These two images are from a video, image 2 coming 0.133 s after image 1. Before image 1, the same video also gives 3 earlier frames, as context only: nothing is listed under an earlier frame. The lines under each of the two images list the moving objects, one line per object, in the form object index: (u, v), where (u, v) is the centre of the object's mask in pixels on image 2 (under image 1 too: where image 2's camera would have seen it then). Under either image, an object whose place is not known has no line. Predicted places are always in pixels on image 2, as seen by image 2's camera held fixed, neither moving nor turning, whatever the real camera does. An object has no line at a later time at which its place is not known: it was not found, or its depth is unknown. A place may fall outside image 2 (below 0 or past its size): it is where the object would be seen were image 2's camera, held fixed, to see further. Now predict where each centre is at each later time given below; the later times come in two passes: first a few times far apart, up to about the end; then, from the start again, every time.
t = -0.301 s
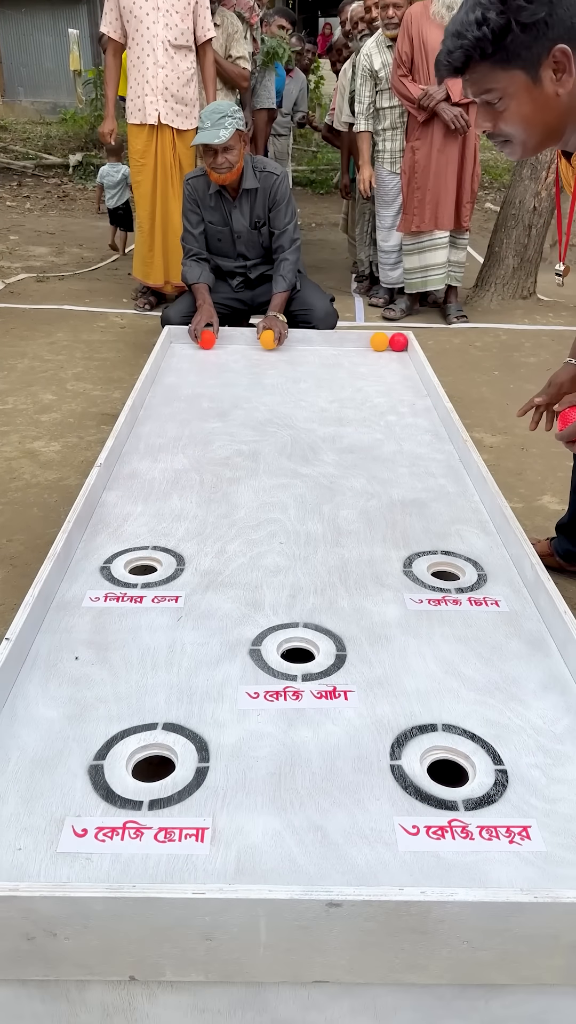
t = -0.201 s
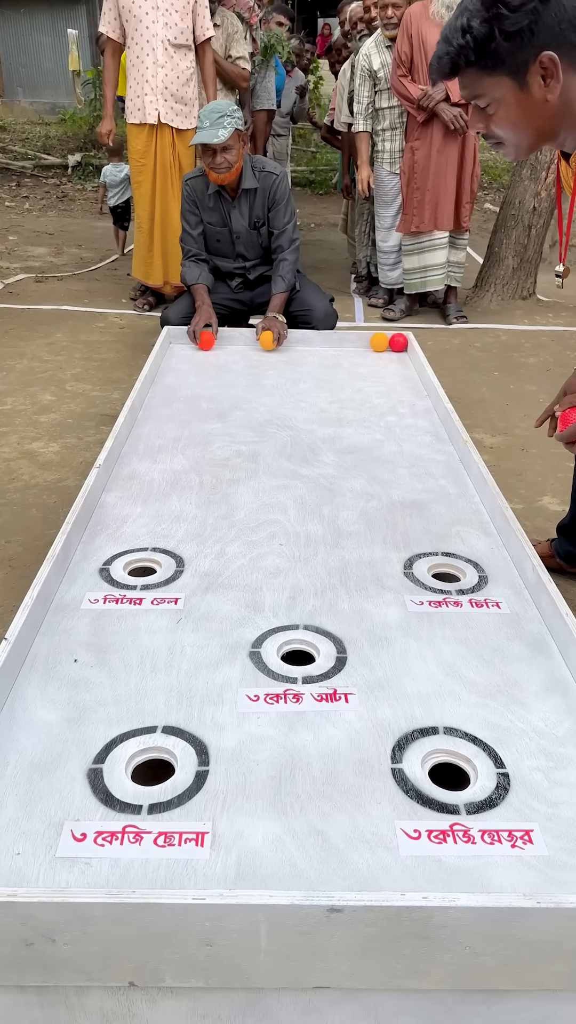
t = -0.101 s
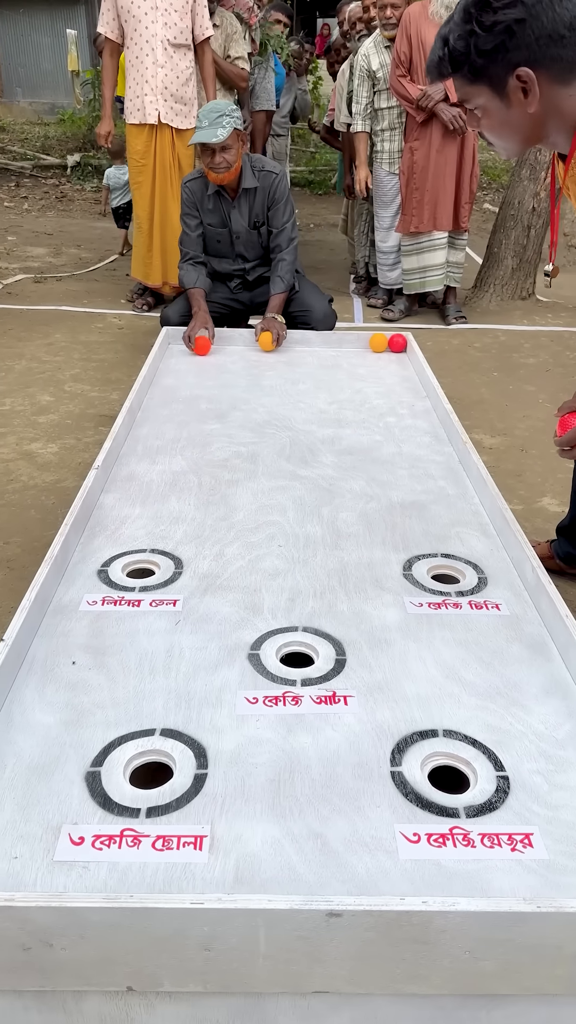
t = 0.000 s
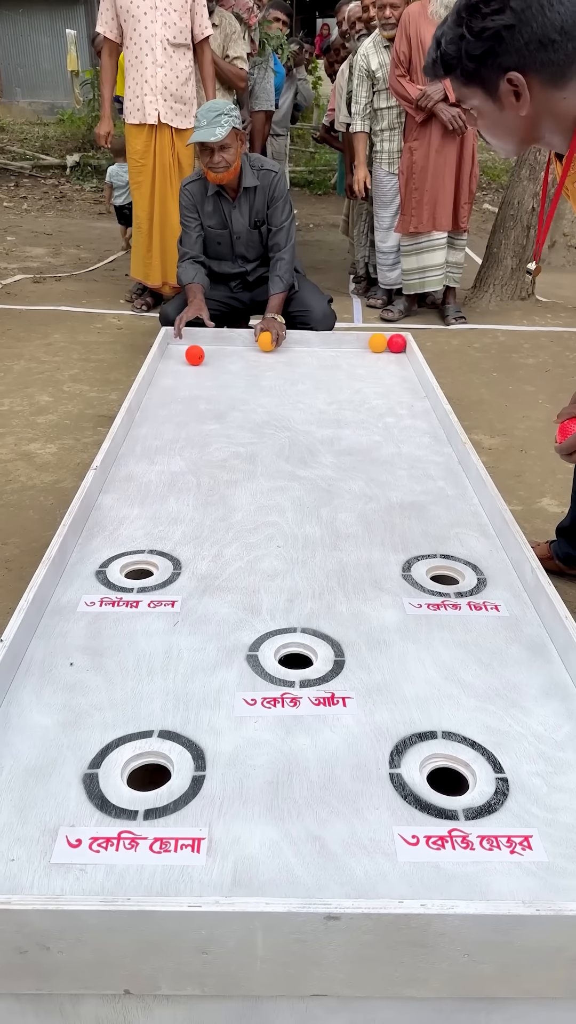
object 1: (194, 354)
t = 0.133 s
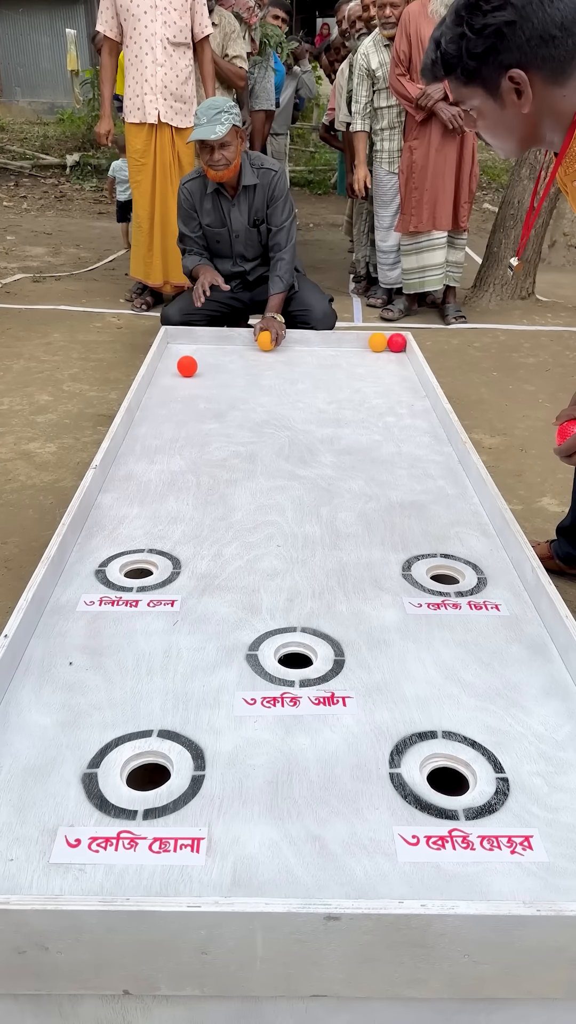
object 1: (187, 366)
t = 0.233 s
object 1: (181, 376)
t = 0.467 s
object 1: (167, 399)
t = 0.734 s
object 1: (152, 428)
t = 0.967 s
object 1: (141, 455)
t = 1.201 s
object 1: (131, 483)
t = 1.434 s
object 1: (124, 513)
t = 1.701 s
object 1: (118, 548)
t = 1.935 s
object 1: (118, 577)
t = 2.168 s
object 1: (125, 602)
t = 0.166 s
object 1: (185, 369)
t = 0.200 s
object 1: (183, 373)
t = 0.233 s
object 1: (181, 376)
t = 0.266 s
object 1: (179, 379)
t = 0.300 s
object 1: (177, 382)
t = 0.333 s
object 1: (175, 385)
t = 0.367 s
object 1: (173, 389)
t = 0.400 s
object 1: (171, 392)
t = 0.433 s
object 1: (169, 396)
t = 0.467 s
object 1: (167, 399)
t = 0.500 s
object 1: (165, 403)
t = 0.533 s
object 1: (164, 406)
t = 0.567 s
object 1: (162, 410)
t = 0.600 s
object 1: (160, 413)
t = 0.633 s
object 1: (158, 417)
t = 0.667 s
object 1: (156, 421)
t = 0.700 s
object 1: (154, 424)
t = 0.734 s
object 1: (152, 428)
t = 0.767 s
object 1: (151, 432)
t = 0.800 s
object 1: (149, 435)
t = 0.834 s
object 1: (147, 439)
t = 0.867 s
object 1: (145, 443)
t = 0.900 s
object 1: (144, 447)
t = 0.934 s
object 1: (142, 451)
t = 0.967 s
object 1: (141, 455)
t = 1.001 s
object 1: (139, 459)
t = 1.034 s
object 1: (138, 463)
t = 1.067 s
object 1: (137, 467)
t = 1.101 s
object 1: (135, 471)
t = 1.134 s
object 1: (134, 475)
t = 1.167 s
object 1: (133, 479)
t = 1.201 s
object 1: (131, 483)
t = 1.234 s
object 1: (130, 488)
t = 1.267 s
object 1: (129, 492)
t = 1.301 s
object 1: (128, 496)
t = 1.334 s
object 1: (127, 500)
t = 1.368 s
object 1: (126, 504)
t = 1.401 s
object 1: (125, 508)
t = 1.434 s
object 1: (124, 513)
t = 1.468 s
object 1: (123, 517)
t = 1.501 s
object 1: (122, 521)
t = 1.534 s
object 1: (121, 525)
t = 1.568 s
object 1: (121, 530)
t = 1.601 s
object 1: (120, 536)
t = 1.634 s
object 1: (119, 540)
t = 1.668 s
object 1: (118, 544)
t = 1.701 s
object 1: (118, 548)
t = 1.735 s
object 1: (117, 553)
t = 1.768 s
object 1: (117, 557)
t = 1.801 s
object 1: (117, 561)
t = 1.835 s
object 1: (117, 565)
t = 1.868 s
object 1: (117, 569)
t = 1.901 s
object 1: (118, 573)
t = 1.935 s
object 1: (118, 577)
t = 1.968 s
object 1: (118, 581)
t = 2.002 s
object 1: (119, 584)
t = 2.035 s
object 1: (120, 588)
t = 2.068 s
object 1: (122, 592)
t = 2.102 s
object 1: (122, 595)
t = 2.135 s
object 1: (124, 599)
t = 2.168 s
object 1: (125, 602)
